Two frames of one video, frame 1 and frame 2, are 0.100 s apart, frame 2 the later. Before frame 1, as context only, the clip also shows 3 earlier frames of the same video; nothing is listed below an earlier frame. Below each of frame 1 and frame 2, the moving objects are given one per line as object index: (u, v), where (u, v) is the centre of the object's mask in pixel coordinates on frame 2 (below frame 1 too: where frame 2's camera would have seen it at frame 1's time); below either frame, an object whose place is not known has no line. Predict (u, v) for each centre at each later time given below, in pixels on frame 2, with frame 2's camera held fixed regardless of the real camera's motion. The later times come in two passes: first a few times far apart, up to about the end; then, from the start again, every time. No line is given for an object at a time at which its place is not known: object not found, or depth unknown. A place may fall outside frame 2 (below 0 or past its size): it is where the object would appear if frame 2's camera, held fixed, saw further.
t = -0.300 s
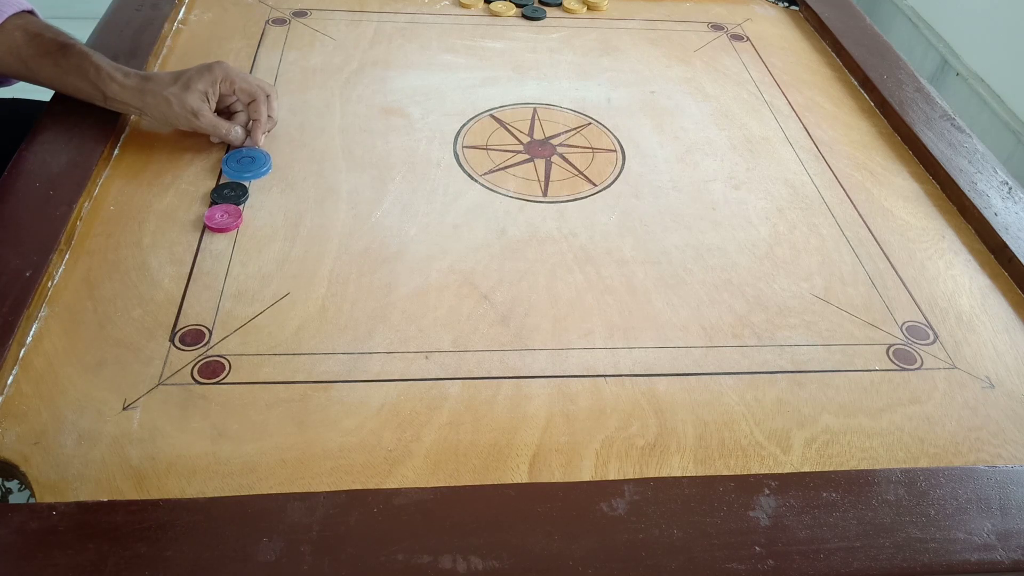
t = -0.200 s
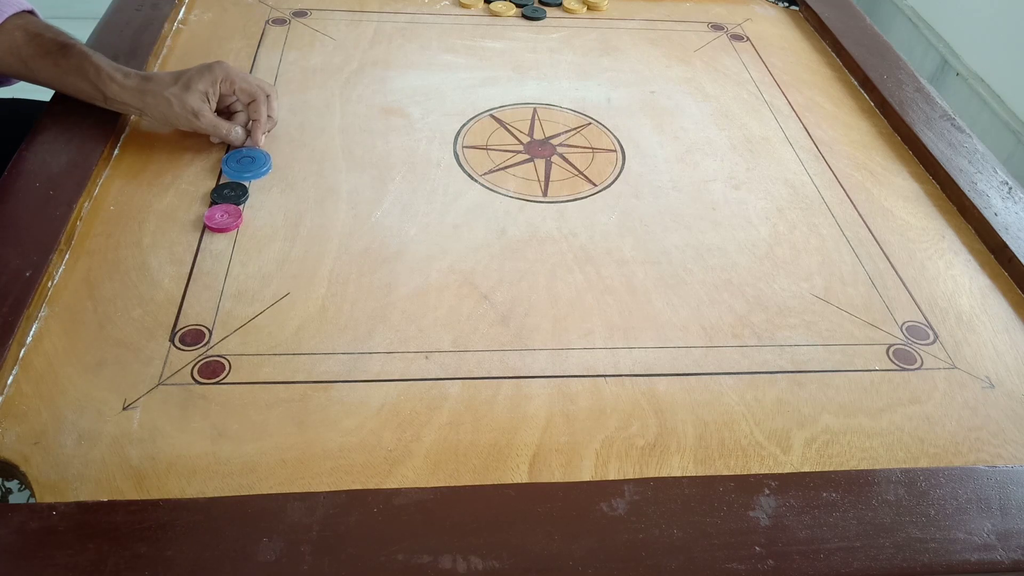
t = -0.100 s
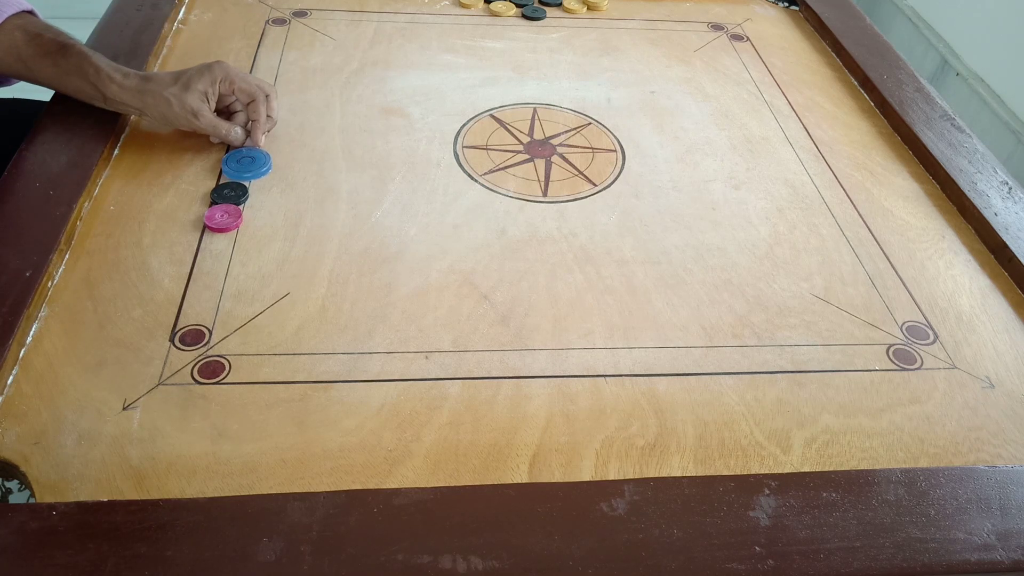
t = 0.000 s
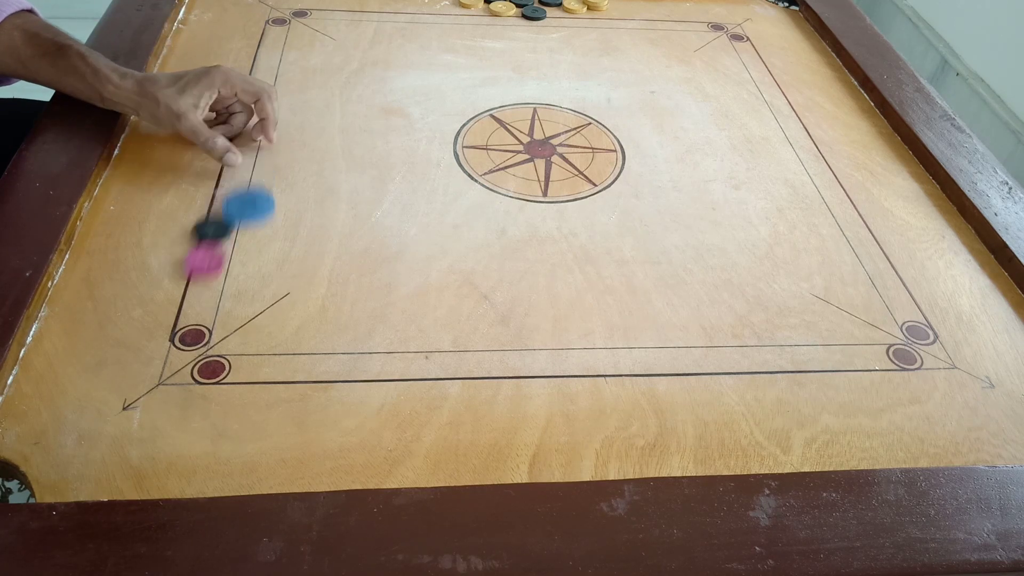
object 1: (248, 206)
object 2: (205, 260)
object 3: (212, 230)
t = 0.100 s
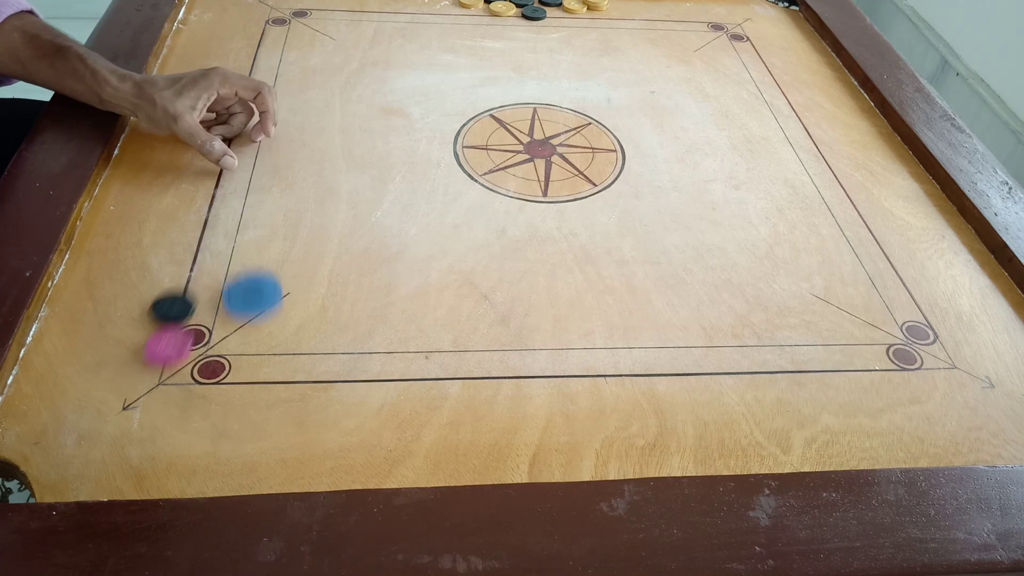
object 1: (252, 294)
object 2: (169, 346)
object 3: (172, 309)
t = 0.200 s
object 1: (257, 394)
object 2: (136, 420)
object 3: (134, 382)
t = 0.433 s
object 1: (280, 386)
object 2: (110, 483)
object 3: (94, 437)
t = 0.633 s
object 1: (292, 339)
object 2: (110, 483)
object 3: (94, 437)
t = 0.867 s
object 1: (292, 336)
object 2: (110, 483)
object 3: (94, 437)
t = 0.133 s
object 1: (254, 328)
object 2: (157, 371)
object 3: (158, 334)
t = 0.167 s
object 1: (256, 360)
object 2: (146, 395)
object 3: (146, 359)
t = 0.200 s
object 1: (257, 394)
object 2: (136, 420)
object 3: (134, 382)
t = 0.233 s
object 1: (258, 428)
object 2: (126, 445)
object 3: (124, 403)
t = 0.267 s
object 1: (260, 462)
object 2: (117, 466)
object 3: (115, 423)
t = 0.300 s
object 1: (264, 460)
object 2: (111, 482)
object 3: (106, 441)
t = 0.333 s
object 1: (269, 438)
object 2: (109, 483)
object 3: (100, 446)
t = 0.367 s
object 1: (273, 418)
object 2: (110, 483)
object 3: (97, 442)
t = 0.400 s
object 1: (277, 401)
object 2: (110, 483)
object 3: (95, 438)
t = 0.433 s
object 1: (280, 386)
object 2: (110, 483)
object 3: (94, 437)
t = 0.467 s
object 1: (284, 374)
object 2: (110, 483)
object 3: (94, 437)
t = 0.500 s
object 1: (286, 363)
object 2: (110, 483)
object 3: (94, 437)
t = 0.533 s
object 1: (288, 355)
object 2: (110, 483)
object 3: (94, 437)
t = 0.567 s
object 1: (290, 348)
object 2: (110, 483)
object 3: (94, 437)
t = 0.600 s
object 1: (291, 342)
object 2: (110, 483)
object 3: (94, 437)
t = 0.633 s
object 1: (292, 339)
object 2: (110, 483)
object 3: (94, 437)
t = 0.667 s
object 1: (292, 337)
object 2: (110, 483)
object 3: (94, 437)
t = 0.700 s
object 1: (292, 336)
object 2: (110, 483)
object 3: (94, 437)
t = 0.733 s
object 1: (292, 336)
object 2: (110, 483)
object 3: (94, 437)
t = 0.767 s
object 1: (292, 336)
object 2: (110, 483)
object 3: (94, 437)
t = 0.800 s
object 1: (292, 336)
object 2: (110, 483)
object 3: (94, 437)
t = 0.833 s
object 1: (292, 336)
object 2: (110, 483)
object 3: (94, 437)
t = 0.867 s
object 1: (292, 336)
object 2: (110, 483)
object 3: (94, 437)
